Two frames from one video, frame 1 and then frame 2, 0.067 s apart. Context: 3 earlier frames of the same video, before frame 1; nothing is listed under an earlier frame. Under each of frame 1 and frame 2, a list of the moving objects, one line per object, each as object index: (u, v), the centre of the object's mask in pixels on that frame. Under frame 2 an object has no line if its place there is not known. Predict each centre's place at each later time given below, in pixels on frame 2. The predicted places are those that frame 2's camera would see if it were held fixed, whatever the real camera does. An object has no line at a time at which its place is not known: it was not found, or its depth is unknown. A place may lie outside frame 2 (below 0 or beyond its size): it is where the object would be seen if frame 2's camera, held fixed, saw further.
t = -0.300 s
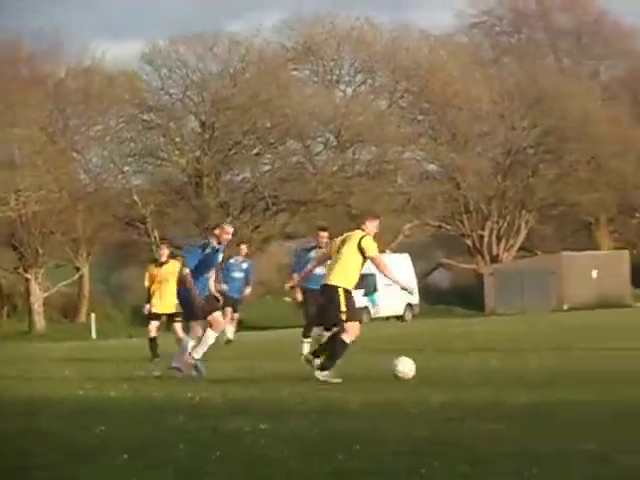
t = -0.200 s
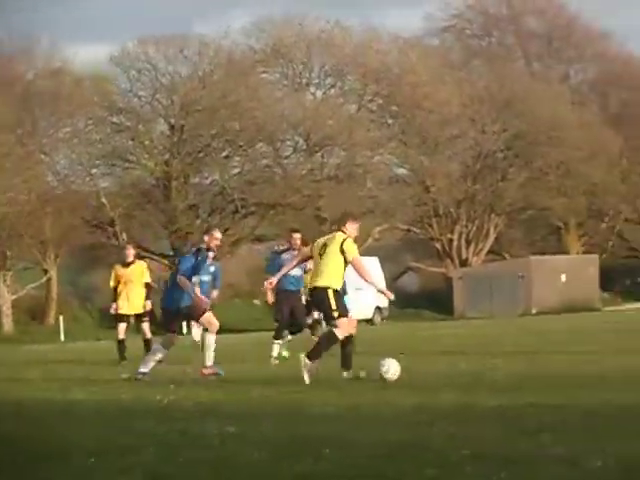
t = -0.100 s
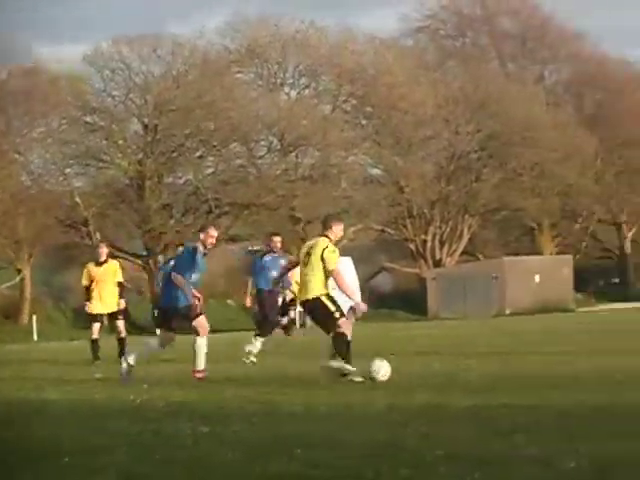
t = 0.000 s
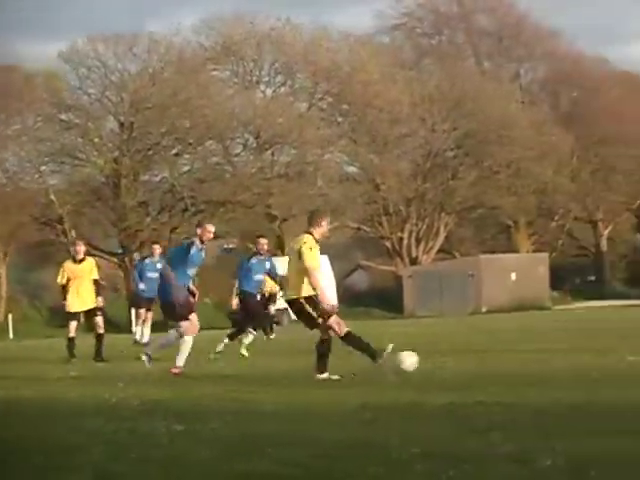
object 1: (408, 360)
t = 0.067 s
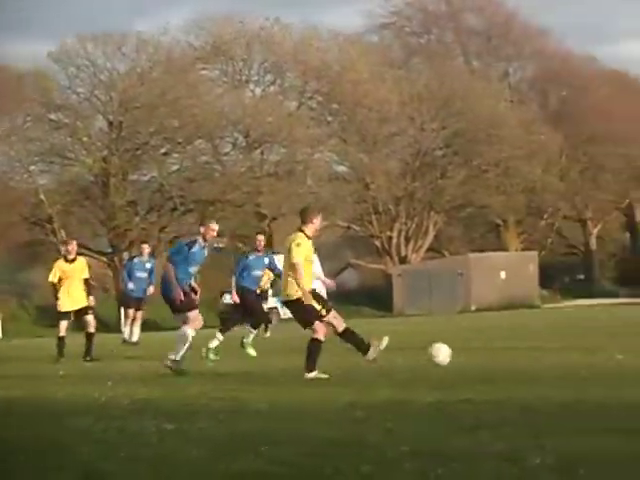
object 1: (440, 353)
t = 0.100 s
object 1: (462, 352)
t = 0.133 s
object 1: (480, 353)
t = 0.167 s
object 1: (500, 355)
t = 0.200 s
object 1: (521, 358)
